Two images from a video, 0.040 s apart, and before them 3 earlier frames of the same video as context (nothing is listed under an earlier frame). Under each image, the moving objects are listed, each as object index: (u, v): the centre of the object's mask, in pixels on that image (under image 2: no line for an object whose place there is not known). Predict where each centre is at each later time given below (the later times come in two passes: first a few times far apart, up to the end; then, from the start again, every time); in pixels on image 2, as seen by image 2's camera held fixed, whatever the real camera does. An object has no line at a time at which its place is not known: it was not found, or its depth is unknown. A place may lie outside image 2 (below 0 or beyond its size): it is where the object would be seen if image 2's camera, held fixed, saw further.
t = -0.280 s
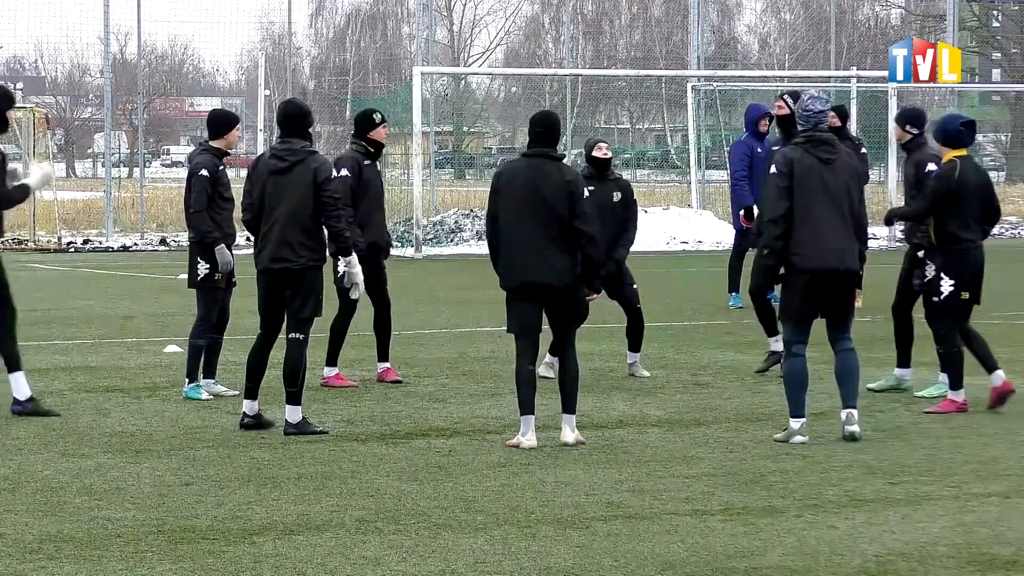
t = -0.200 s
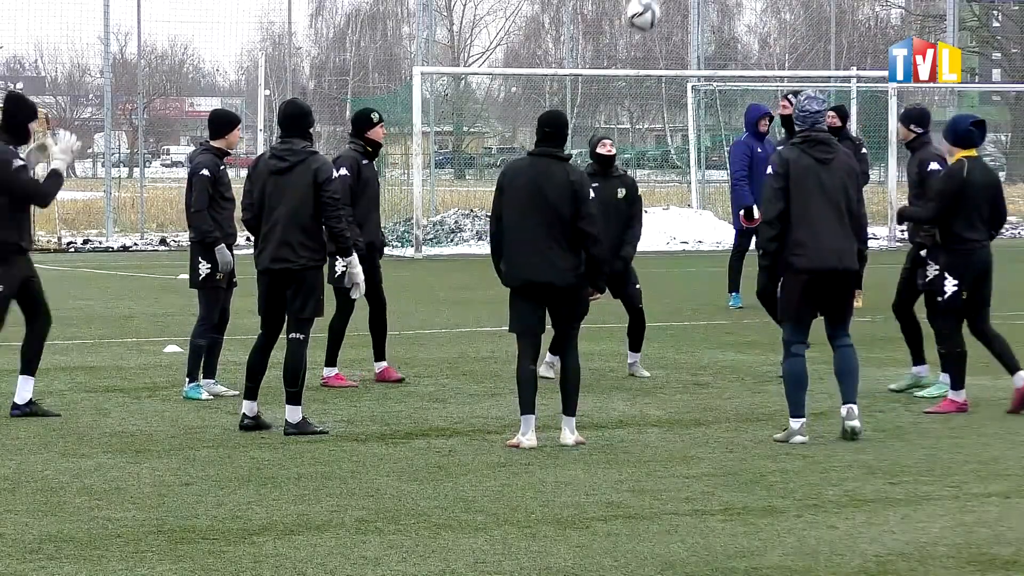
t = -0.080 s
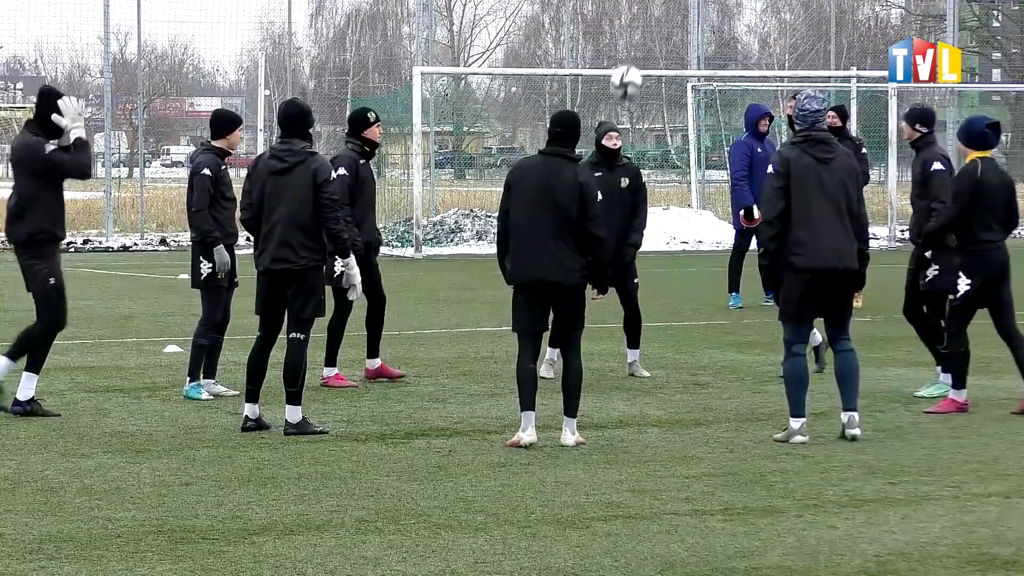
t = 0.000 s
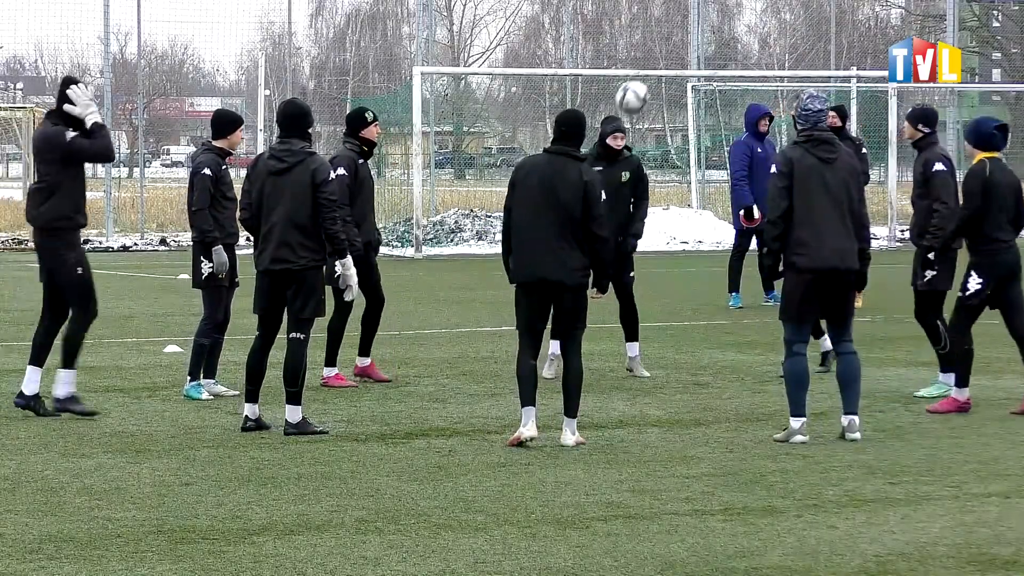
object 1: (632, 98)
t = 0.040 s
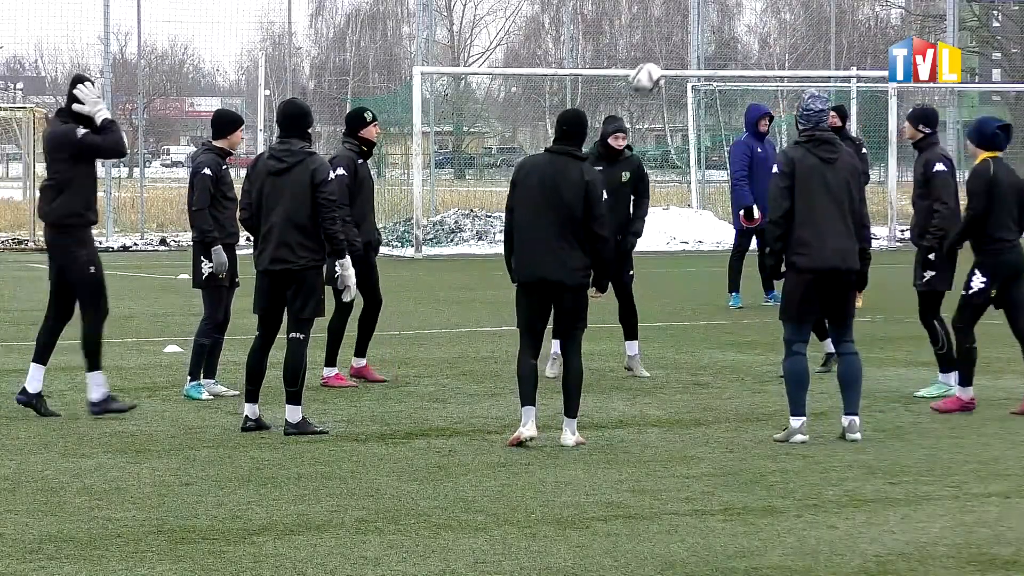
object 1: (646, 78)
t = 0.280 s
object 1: (734, 19)
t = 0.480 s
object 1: (810, 34)
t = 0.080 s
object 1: (661, 64)
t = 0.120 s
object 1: (675, 51)
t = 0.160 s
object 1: (690, 39)
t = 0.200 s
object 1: (705, 30)
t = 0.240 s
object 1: (719, 23)
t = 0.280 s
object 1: (734, 19)
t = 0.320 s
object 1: (750, 17)
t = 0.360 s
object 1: (765, 17)
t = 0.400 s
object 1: (779, 20)
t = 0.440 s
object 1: (795, 26)
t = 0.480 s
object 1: (810, 34)
